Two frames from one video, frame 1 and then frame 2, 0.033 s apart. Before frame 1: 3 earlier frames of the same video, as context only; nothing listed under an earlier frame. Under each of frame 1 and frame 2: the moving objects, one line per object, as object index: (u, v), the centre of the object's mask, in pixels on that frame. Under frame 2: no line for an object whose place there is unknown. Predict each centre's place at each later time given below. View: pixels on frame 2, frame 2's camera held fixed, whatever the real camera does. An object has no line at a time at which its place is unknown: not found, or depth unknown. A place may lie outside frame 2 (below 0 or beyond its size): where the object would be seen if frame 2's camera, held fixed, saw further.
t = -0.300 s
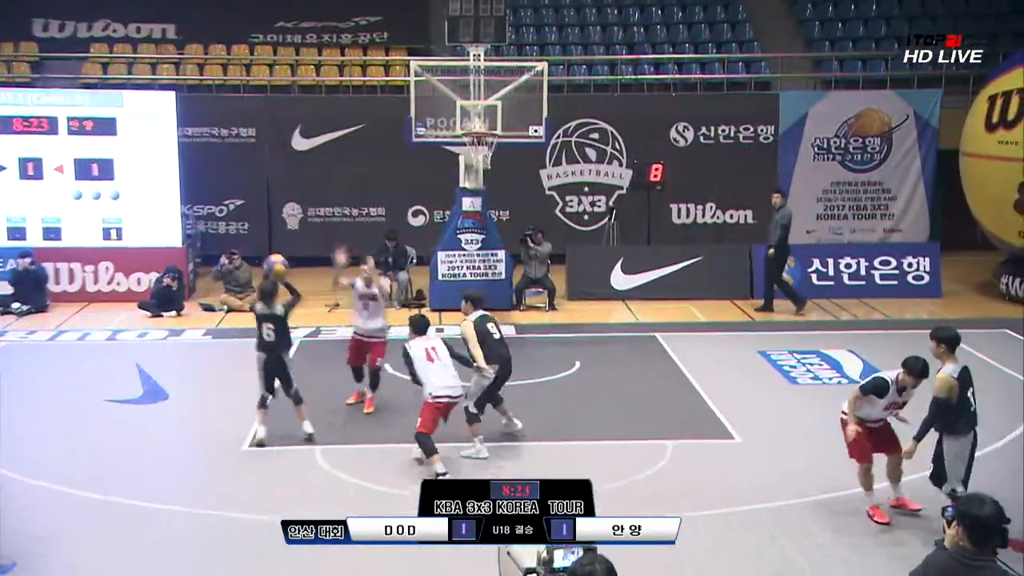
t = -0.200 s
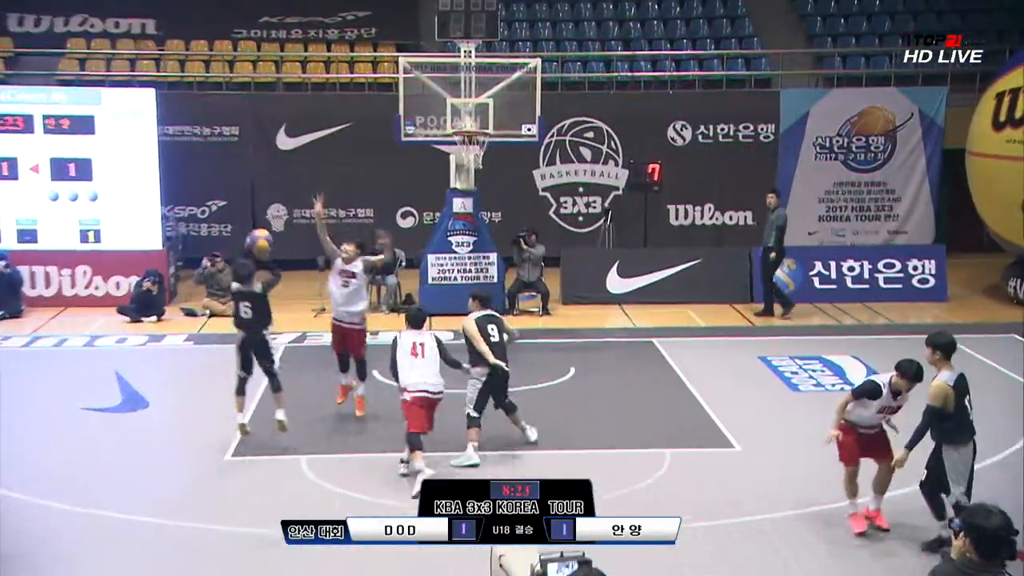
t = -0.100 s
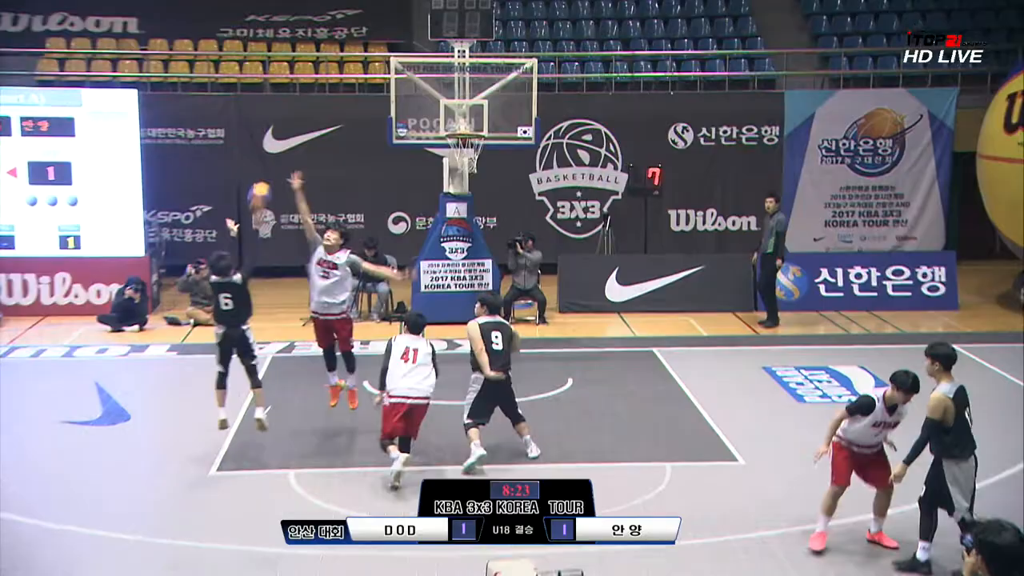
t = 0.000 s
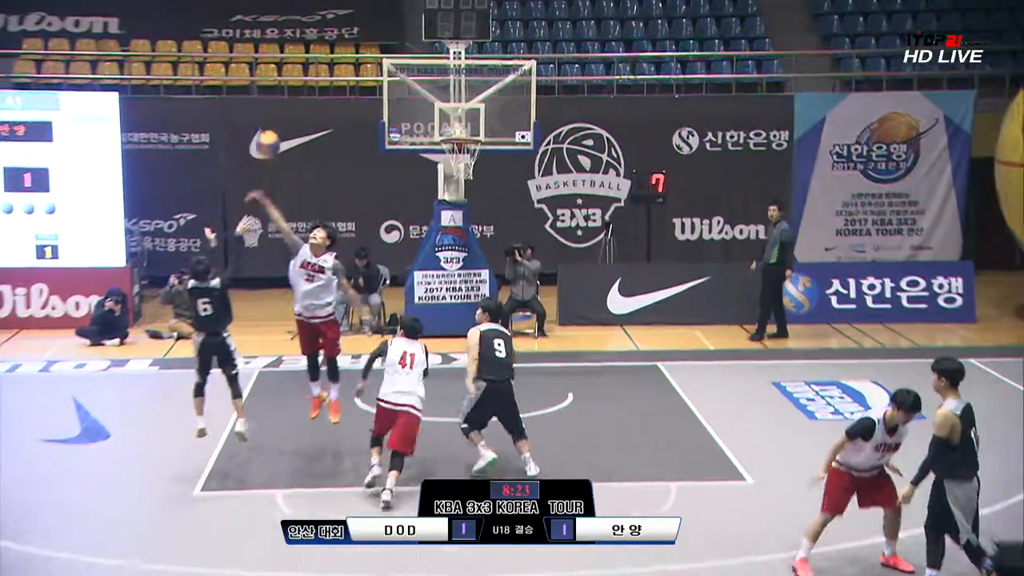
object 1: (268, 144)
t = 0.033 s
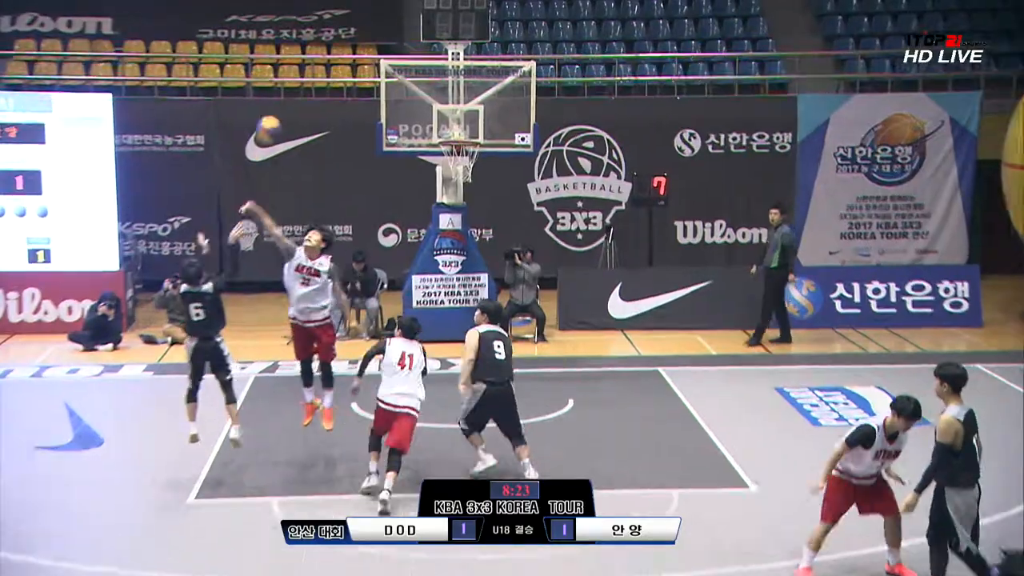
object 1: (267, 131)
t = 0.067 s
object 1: (272, 113)
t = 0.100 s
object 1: (278, 100)
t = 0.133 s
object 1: (283, 87)
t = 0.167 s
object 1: (289, 77)
